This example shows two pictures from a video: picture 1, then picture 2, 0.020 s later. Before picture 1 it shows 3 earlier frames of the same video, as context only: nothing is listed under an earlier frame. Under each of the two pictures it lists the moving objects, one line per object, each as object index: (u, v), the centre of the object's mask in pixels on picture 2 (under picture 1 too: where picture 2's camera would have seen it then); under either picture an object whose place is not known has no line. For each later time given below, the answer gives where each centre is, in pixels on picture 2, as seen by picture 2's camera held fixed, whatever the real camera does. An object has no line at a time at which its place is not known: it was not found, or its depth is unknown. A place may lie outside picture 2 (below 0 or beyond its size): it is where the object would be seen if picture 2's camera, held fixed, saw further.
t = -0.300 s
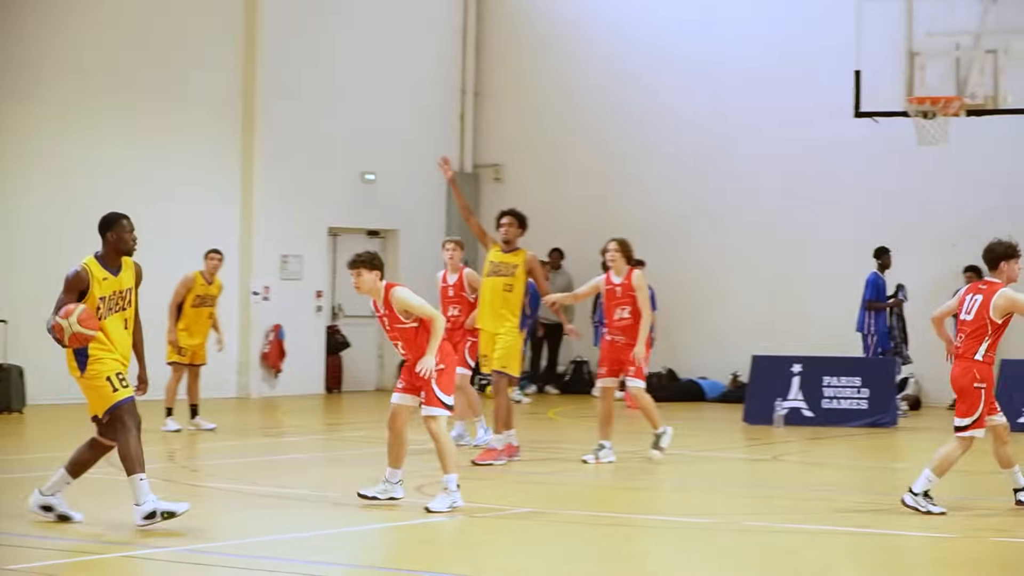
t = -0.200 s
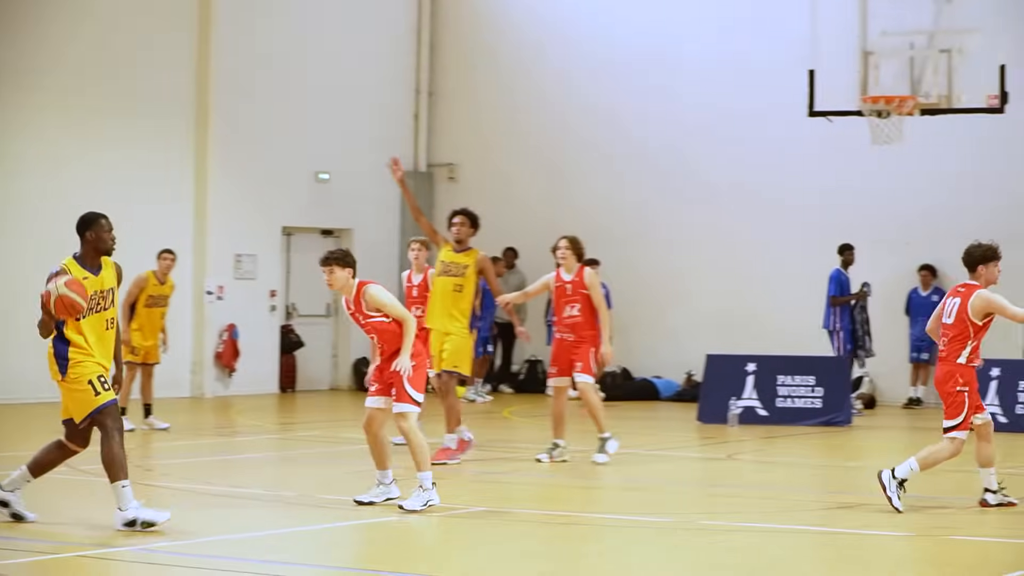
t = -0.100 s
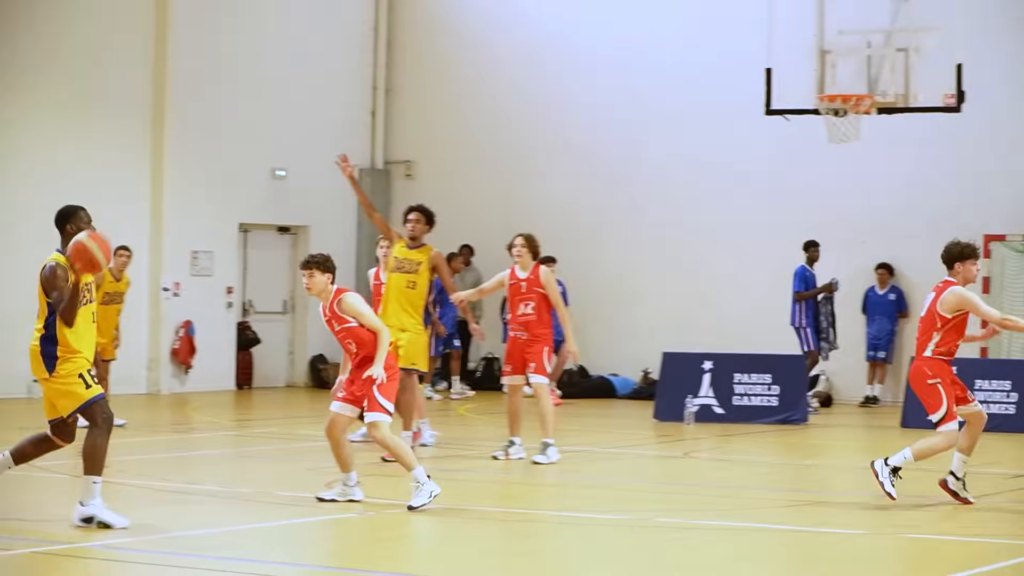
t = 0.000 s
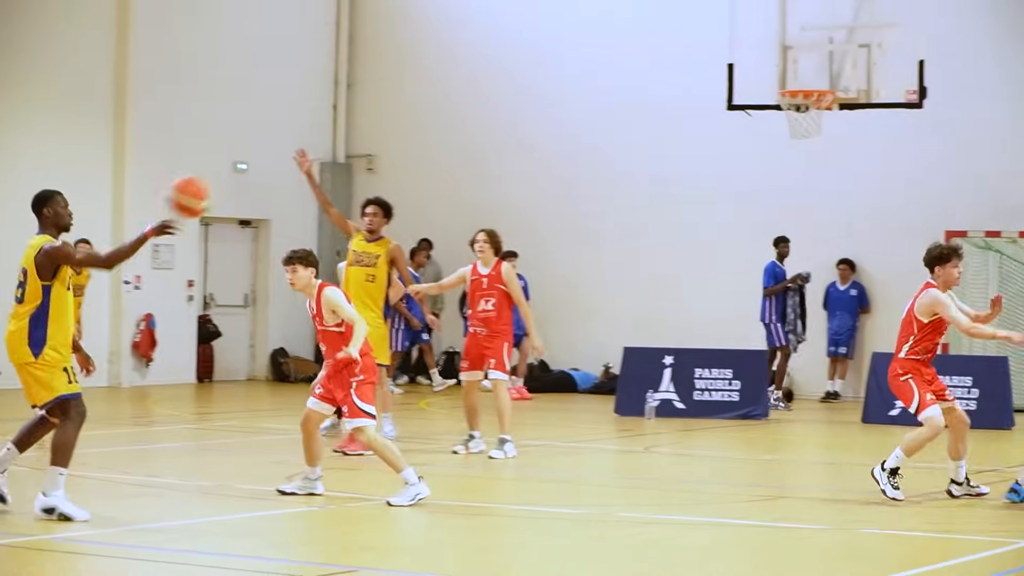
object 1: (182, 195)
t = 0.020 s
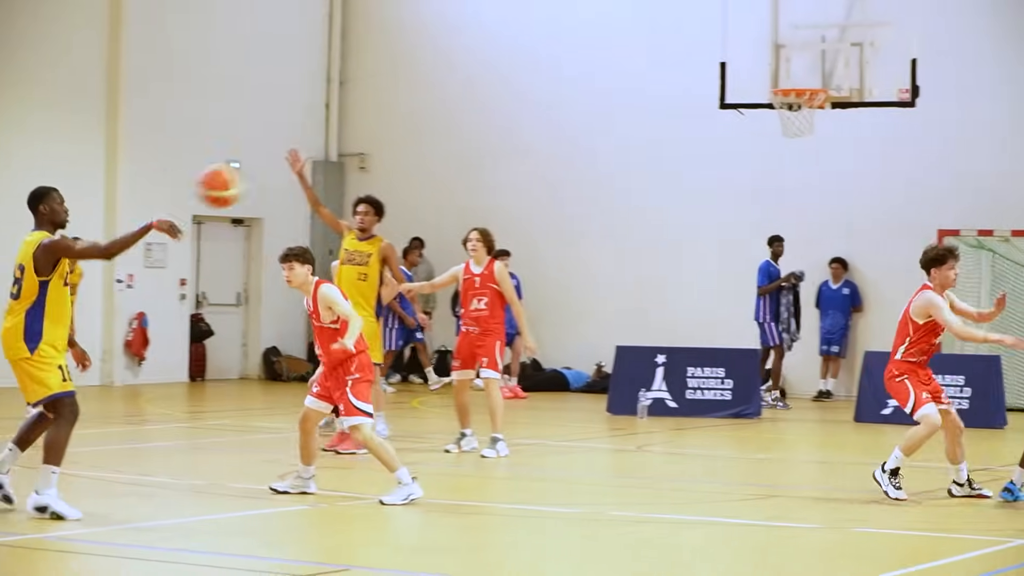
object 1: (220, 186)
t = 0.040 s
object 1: (256, 178)
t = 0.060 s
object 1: (293, 171)
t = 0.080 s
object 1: (328, 164)
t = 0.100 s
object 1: (359, 160)
